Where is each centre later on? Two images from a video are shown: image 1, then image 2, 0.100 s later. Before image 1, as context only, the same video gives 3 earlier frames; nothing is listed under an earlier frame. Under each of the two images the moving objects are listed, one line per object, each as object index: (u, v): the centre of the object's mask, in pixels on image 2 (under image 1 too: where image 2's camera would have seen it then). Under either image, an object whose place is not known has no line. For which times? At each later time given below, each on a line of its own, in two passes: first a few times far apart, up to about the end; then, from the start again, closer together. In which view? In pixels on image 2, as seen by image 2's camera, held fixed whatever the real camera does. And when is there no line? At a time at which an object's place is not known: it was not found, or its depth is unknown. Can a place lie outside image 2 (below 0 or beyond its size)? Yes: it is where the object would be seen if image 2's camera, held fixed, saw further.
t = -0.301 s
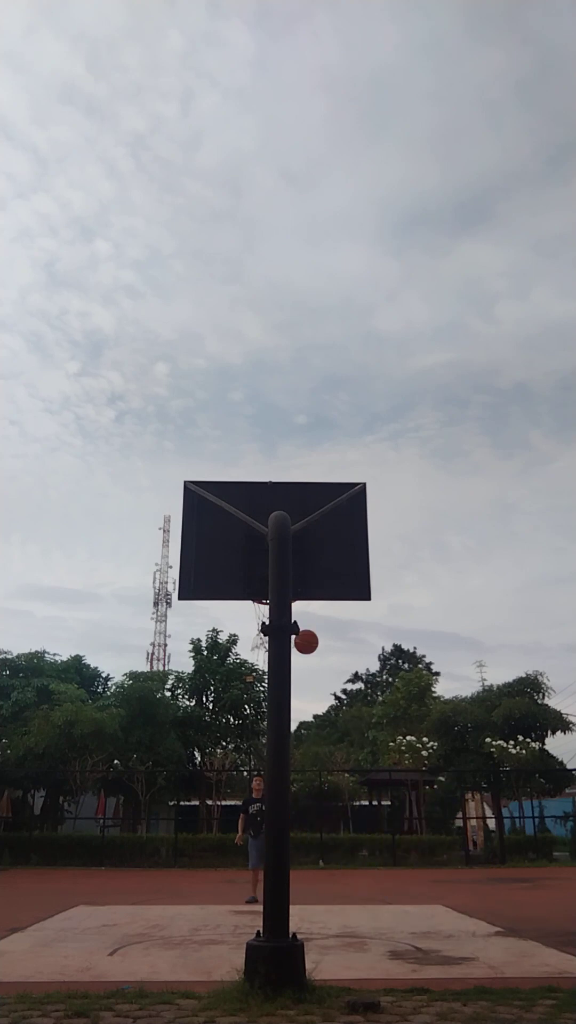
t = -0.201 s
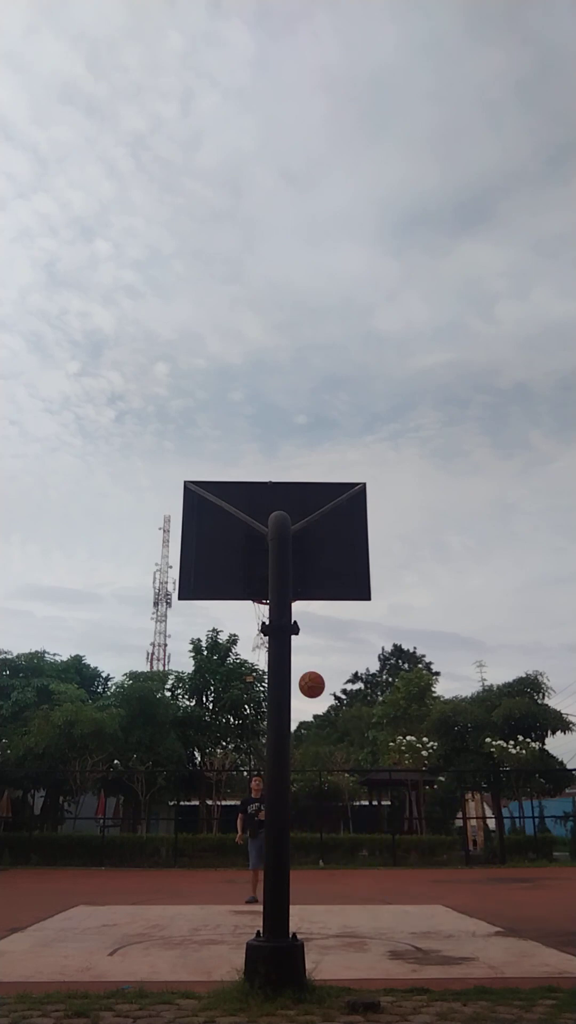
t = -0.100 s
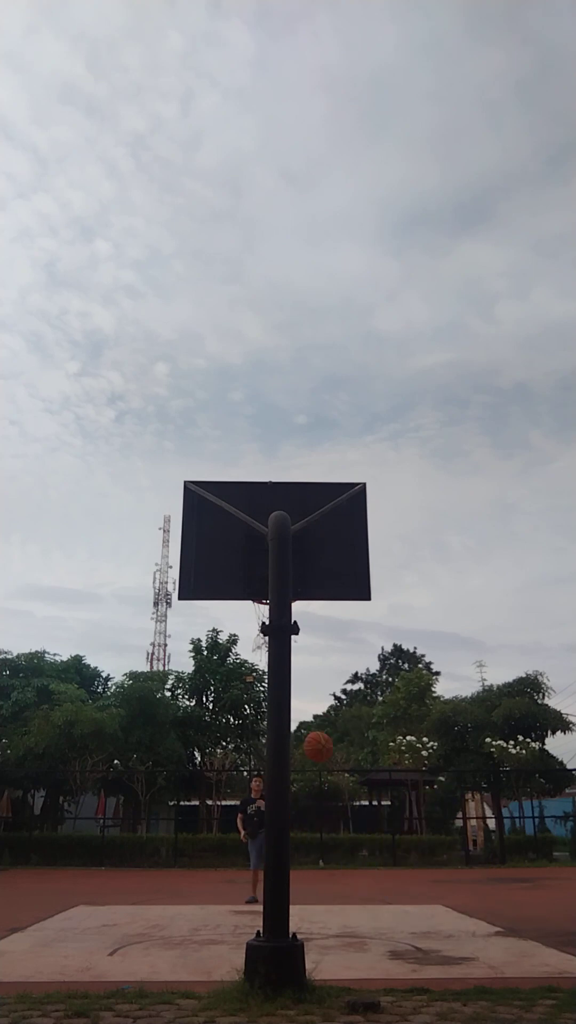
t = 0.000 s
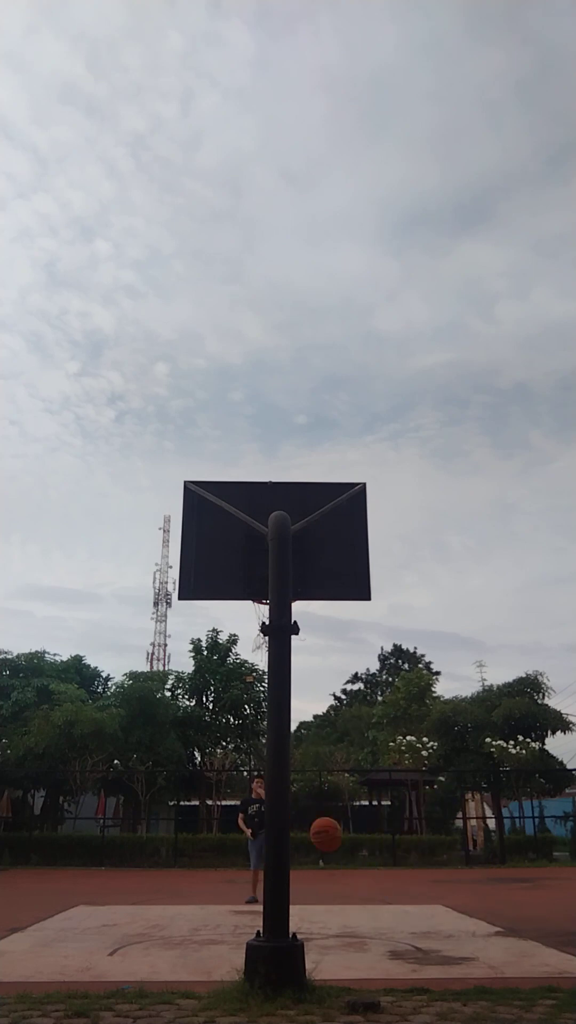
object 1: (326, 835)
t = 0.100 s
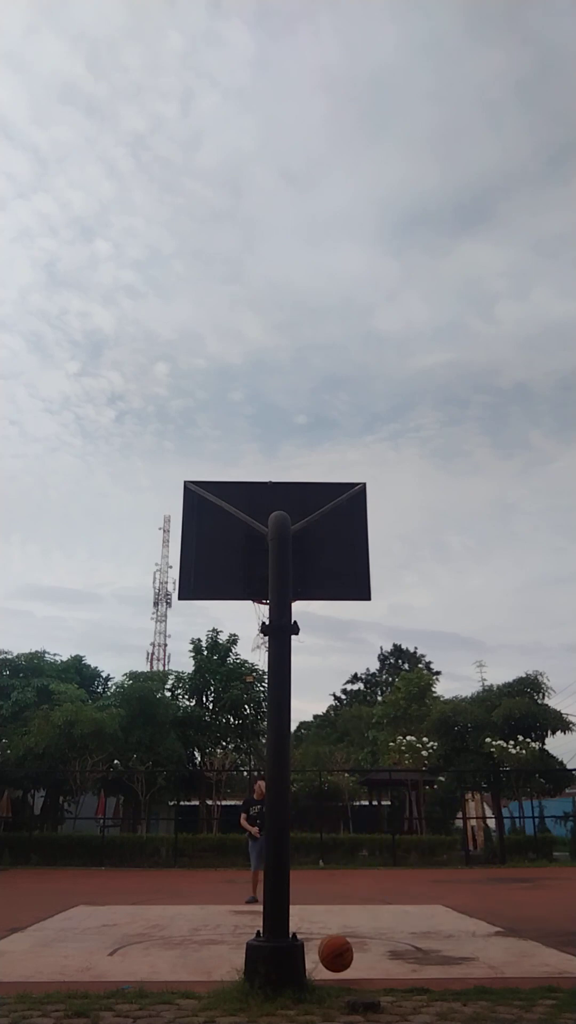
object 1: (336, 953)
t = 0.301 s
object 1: (326, 776)
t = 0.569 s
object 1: (311, 595)
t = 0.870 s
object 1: (294, 506)
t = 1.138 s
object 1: (276, 533)
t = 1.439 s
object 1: (245, 763)
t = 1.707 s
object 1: (212, 941)
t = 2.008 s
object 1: (200, 555)
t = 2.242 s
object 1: (181, 404)
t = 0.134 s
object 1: (335, 944)
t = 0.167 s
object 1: (333, 908)
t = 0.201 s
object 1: (332, 872)
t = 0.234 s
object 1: (330, 838)
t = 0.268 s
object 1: (327, 806)
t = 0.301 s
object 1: (326, 776)
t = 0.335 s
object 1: (324, 748)
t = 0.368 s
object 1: (322, 721)
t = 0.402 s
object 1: (320, 695)
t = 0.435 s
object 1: (318, 672)
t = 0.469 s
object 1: (316, 651)
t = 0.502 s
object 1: (314, 631)
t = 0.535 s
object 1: (312, 612)
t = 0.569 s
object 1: (311, 595)
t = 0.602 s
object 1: (309, 580)
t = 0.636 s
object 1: (307, 566)
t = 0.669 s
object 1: (305, 553)
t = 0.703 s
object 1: (303, 542)
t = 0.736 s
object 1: (302, 532)
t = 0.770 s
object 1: (300, 523)
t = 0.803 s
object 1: (298, 517)
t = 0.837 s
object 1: (296, 511)
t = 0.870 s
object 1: (294, 506)
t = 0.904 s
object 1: (292, 504)
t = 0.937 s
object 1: (290, 503)
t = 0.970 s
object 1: (288, 503)
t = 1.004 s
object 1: (285, 506)
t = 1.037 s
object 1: (283, 509)
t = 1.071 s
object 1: (280, 515)
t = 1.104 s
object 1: (278, 523)
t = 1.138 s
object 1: (276, 533)
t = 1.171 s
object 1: (273, 546)
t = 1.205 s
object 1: (270, 561)
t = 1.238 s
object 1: (267, 579)
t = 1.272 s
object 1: (264, 599)
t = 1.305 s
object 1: (261, 623)
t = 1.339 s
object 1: (257, 651)
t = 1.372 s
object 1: (253, 683)
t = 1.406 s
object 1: (249, 720)
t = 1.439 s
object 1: (245, 763)
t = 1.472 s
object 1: (240, 810)
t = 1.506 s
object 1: (235, 865)
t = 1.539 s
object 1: (230, 927)
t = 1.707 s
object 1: (212, 941)
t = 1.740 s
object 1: (211, 886)
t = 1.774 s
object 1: (209, 835)
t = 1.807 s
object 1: (208, 785)
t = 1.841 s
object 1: (207, 740)
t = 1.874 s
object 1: (206, 697)
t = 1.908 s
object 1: (205, 657)
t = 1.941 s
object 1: (203, 620)
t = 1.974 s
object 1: (202, 586)
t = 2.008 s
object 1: (200, 555)
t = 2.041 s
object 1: (198, 526)
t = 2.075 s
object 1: (196, 500)
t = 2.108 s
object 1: (193, 476)
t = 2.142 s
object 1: (191, 455)
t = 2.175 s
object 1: (188, 435)
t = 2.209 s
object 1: (185, 418)
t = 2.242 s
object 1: (181, 404)
